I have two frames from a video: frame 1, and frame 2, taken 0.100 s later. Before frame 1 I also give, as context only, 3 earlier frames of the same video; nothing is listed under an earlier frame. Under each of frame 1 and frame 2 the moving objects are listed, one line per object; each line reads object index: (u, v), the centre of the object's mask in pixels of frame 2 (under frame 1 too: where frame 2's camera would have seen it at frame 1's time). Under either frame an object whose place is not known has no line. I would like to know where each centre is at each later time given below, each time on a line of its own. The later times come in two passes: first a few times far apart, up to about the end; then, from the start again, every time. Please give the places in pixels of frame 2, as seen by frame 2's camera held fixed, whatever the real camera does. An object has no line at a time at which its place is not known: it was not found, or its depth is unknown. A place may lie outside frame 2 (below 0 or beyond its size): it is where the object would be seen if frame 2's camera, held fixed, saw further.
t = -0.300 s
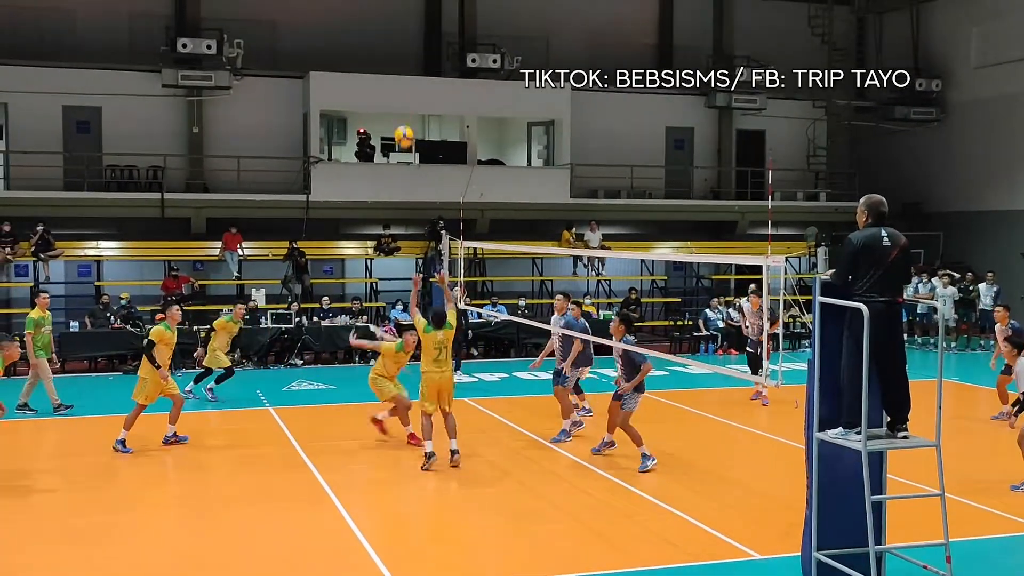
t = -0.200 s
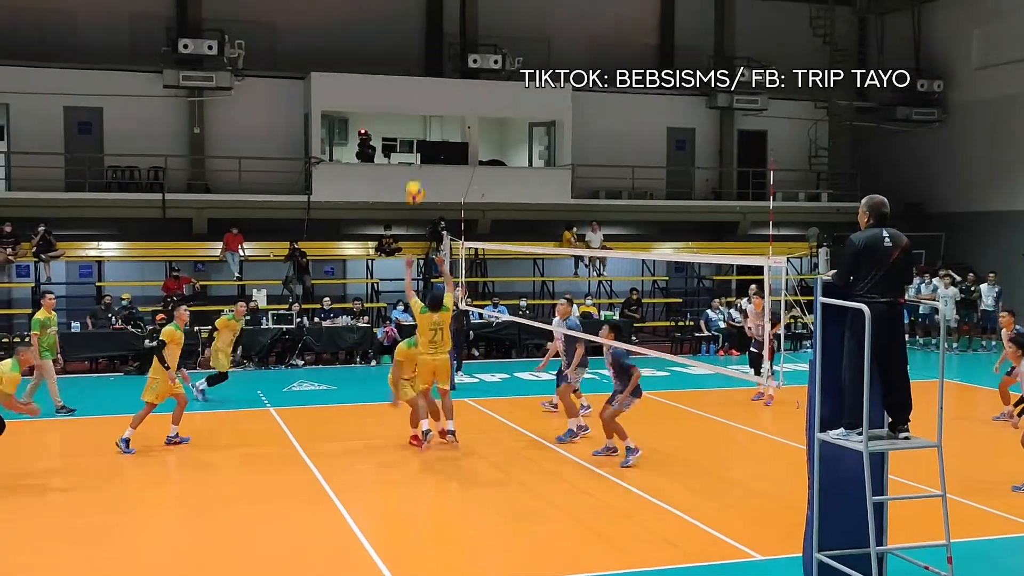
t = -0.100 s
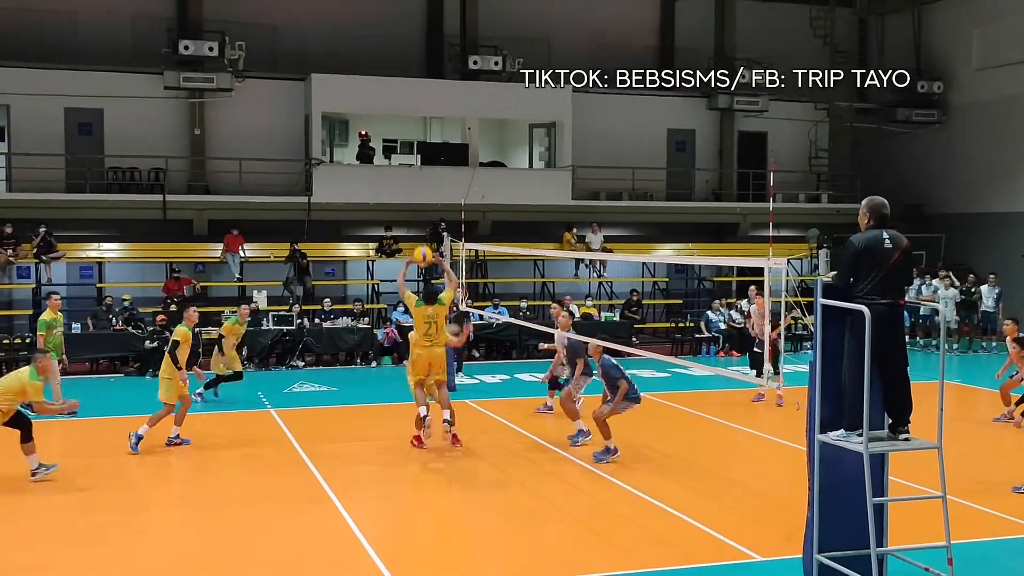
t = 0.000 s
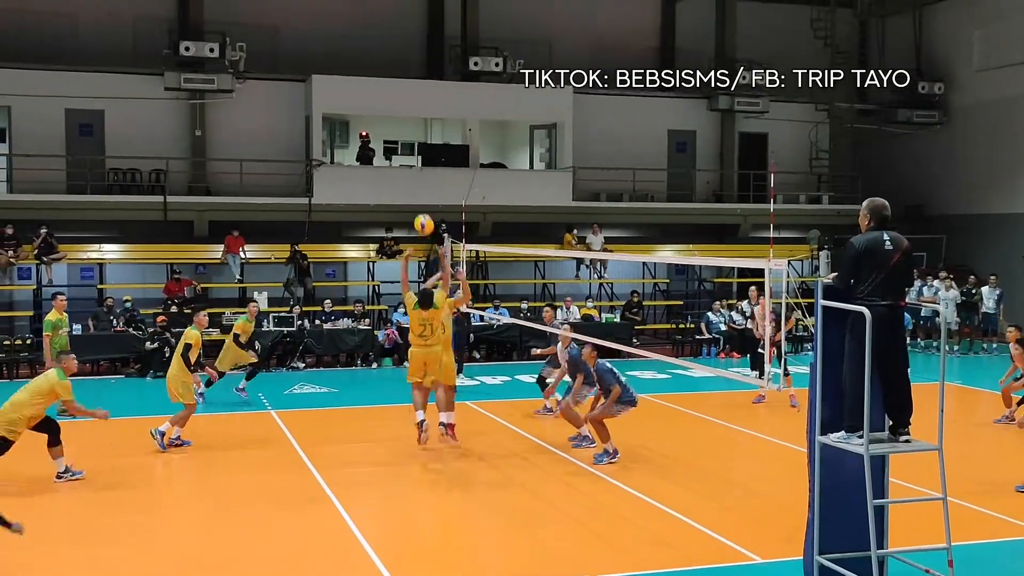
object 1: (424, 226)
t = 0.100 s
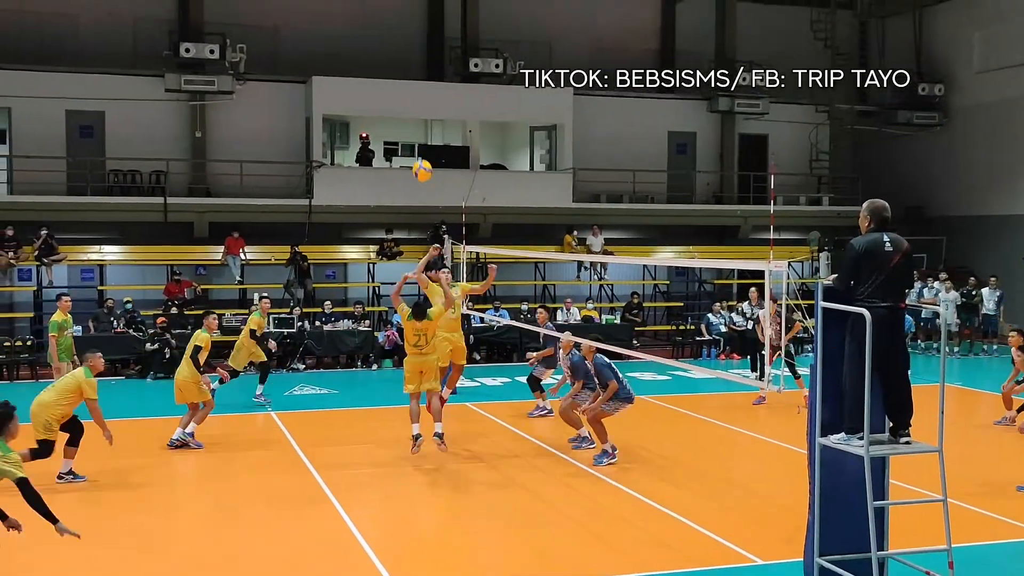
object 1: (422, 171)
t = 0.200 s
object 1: (420, 122)
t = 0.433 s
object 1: (413, 42)
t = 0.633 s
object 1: (404, 13)
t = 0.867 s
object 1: (394, 30)
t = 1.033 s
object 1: (387, 78)
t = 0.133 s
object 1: (422, 154)
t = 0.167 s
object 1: (421, 138)
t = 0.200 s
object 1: (420, 122)
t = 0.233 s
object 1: (419, 108)
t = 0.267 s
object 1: (418, 95)
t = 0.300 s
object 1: (417, 82)
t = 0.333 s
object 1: (416, 70)
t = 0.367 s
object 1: (415, 60)
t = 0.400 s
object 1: (414, 51)
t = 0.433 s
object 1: (413, 42)
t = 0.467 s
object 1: (411, 35)
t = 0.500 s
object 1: (410, 28)
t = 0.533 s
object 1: (408, 23)
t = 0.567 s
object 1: (407, 18)
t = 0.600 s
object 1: (406, 15)
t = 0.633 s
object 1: (404, 13)
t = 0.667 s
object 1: (403, 12)
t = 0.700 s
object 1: (402, 12)
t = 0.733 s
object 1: (400, 14)
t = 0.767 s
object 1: (399, 16)
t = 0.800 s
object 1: (397, 19)
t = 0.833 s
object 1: (396, 24)
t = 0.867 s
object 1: (394, 30)
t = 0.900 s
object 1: (393, 37)
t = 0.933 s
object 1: (392, 45)
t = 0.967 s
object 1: (390, 55)
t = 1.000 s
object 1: (389, 66)
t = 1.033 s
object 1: (387, 78)
